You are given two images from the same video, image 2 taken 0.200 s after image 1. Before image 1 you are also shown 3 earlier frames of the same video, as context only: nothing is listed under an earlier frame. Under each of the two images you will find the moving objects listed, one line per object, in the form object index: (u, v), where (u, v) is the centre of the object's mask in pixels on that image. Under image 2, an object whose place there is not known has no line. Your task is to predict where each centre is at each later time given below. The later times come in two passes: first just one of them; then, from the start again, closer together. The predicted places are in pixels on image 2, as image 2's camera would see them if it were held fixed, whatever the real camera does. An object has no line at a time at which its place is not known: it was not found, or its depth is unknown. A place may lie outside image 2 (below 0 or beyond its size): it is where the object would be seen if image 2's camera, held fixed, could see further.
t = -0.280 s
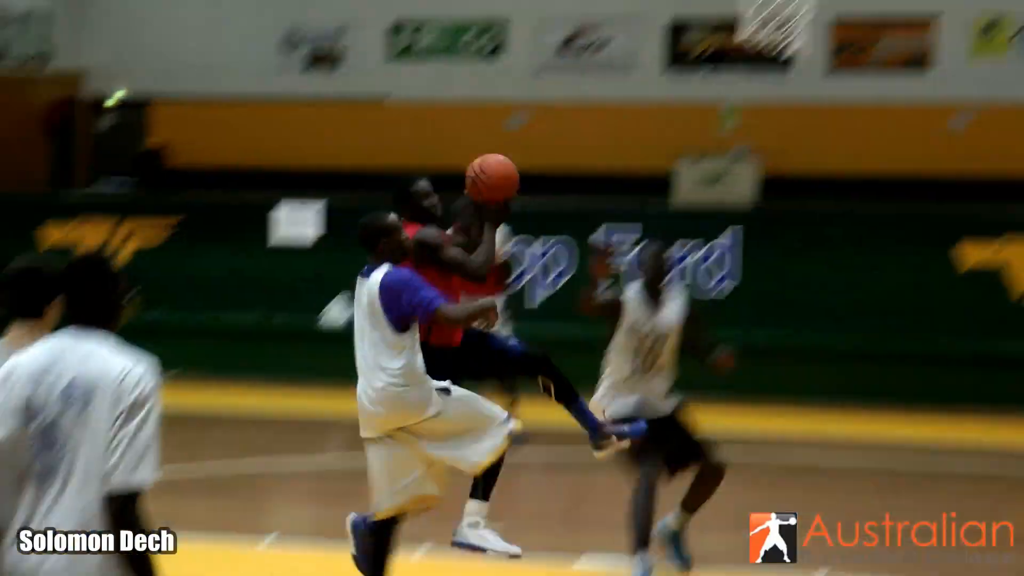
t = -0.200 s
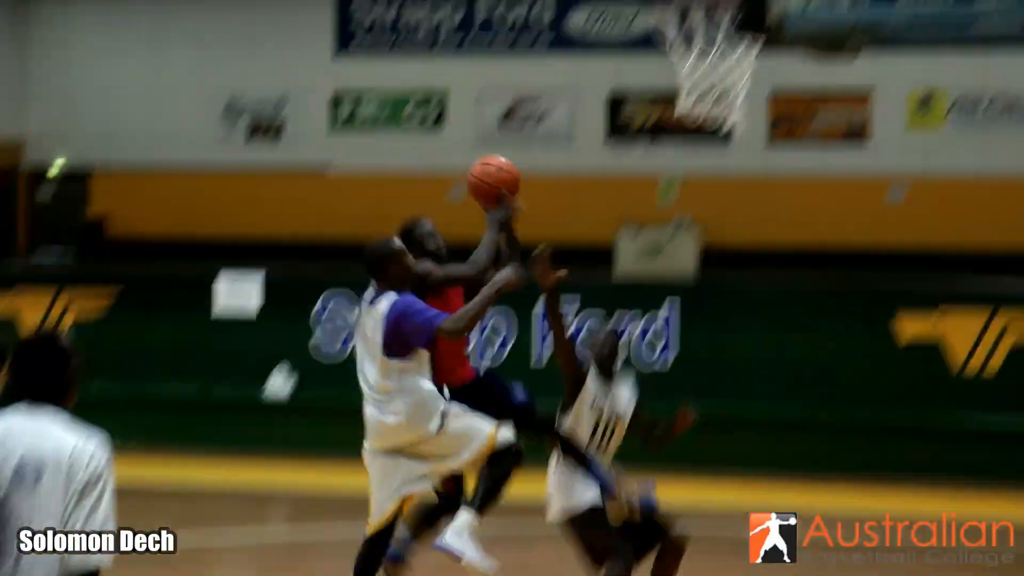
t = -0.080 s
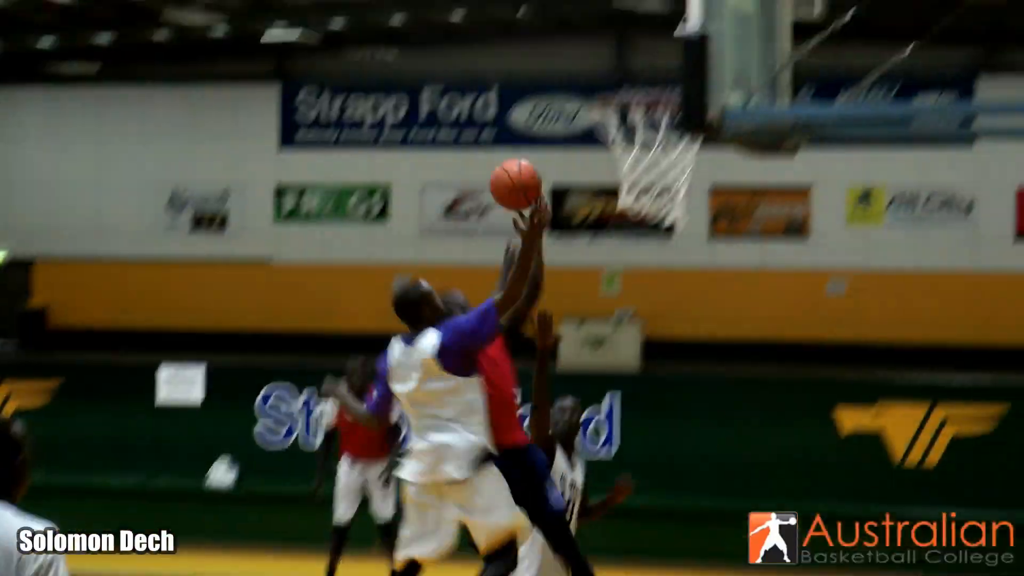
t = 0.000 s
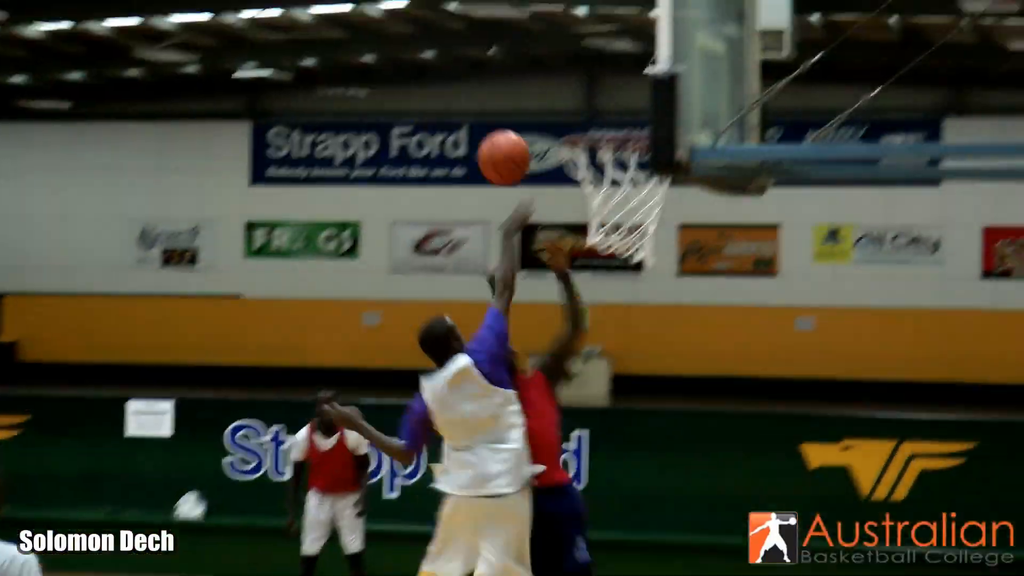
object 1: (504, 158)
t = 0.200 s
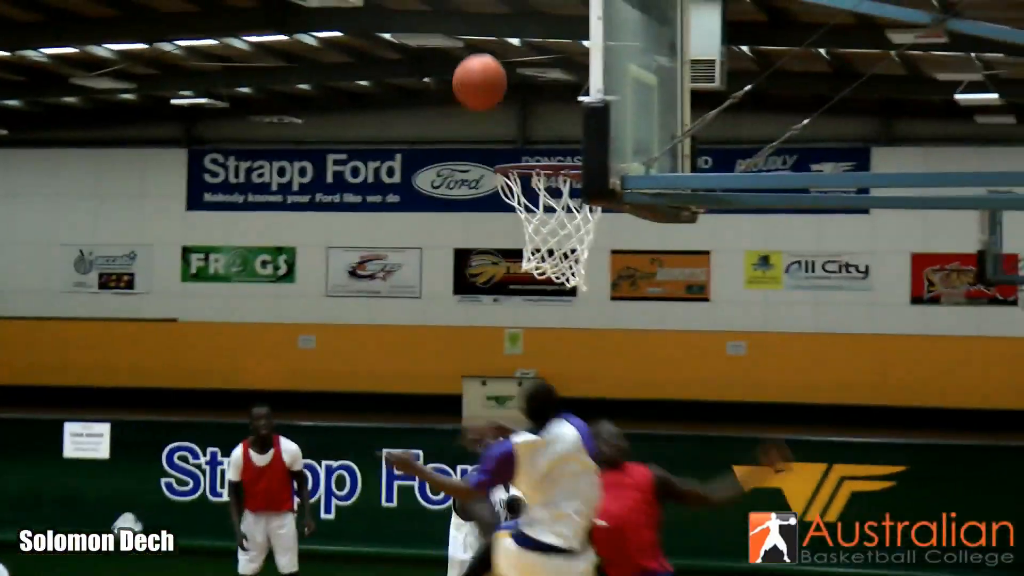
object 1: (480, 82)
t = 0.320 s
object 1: (502, 55)
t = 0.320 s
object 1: (502, 55)
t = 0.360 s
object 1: (510, 56)
